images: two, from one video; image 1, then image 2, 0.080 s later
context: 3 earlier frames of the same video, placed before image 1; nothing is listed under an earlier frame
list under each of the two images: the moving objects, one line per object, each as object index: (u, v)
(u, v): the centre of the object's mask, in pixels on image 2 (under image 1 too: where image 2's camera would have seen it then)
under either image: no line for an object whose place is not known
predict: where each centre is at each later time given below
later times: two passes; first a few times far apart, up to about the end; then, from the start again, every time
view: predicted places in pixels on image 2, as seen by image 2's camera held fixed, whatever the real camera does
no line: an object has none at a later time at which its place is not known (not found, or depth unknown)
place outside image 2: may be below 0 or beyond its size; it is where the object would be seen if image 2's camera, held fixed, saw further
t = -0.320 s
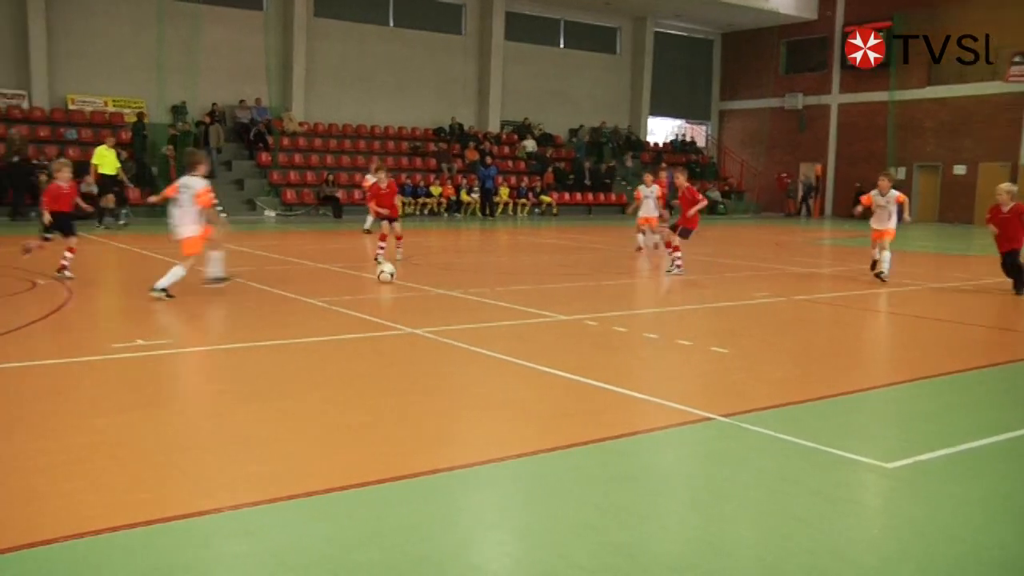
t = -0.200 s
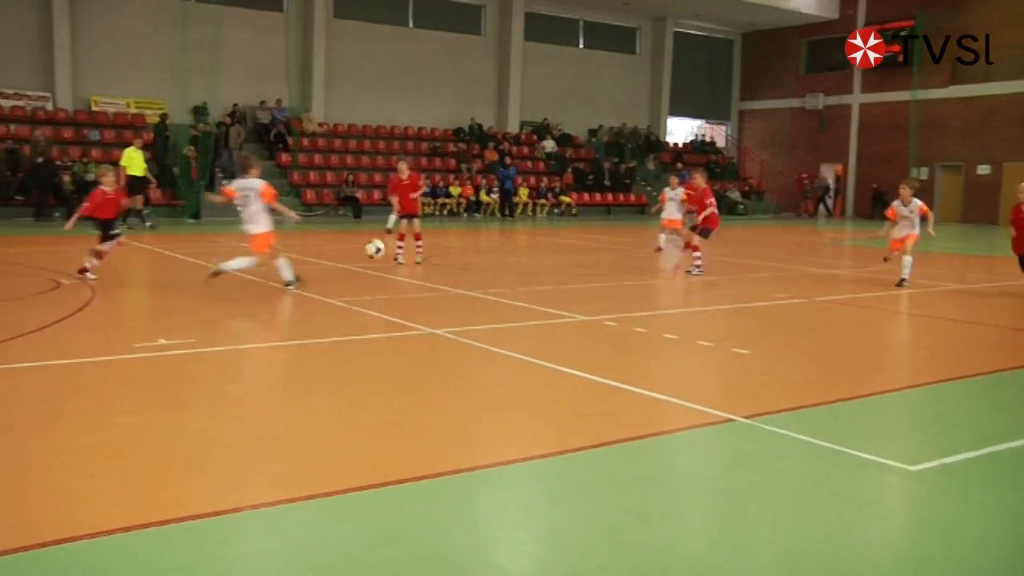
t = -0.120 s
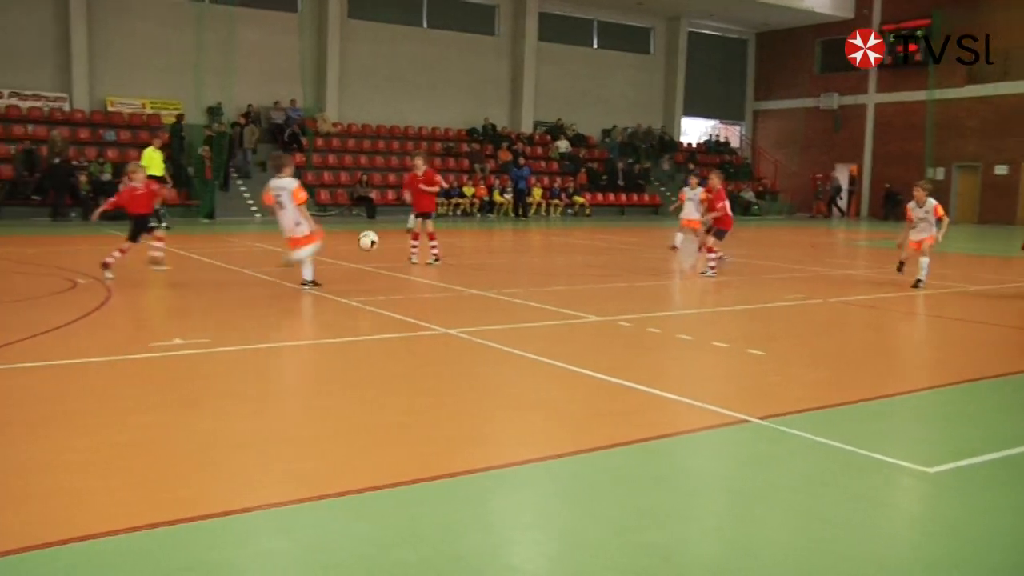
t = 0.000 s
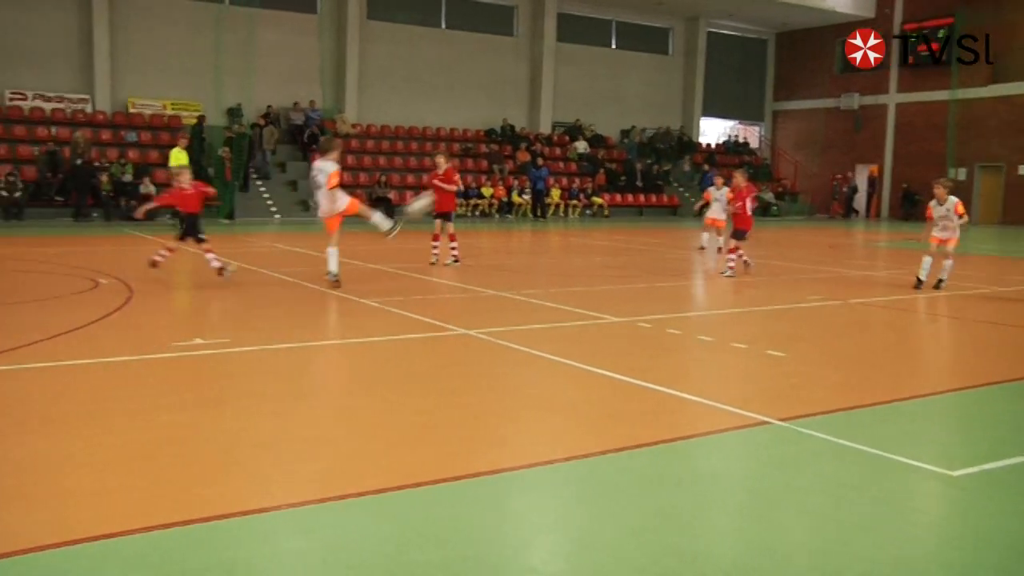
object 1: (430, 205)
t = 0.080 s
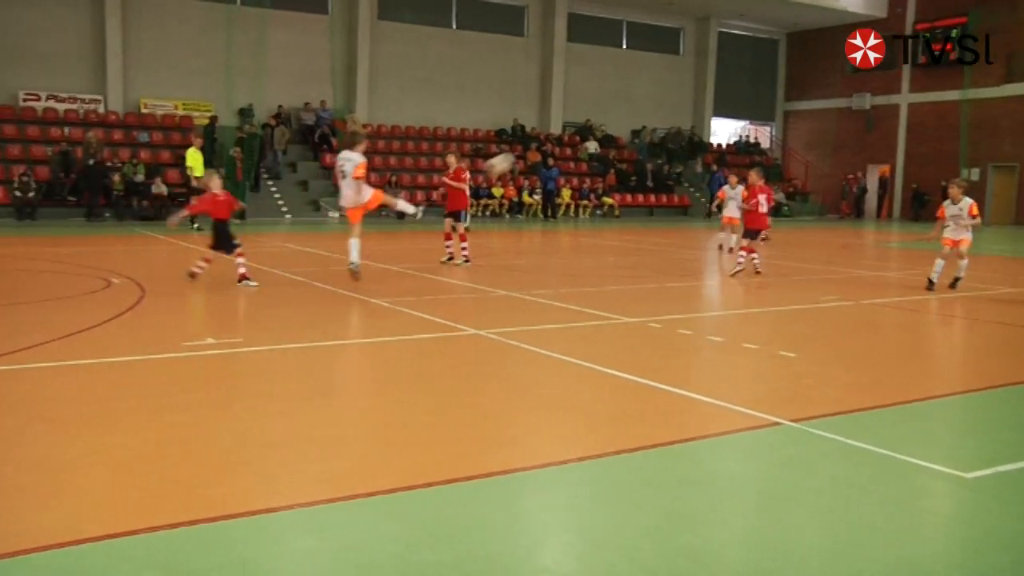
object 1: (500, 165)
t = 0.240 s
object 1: (618, 110)
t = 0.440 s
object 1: (734, 84)
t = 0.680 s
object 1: (840, 92)
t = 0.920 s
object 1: (918, 129)
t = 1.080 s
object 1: (958, 165)
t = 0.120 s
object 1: (532, 148)
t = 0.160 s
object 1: (562, 133)
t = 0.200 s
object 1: (590, 121)
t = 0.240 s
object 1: (618, 110)
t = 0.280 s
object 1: (643, 102)
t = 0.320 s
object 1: (668, 96)
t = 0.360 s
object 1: (691, 90)
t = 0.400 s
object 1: (713, 86)
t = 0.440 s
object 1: (734, 84)
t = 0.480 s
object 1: (754, 83)
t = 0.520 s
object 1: (773, 83)
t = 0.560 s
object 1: (791, 83)
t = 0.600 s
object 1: (808, 86)
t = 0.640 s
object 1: (825, 88)
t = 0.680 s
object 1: (840, 92)
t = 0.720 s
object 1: (856, 97)
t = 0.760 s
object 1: (869, 102)
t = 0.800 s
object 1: (882, 108)
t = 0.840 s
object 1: (894, 115)
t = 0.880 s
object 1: (907, 122)
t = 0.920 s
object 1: (918, 129)
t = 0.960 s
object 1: (929, 138)
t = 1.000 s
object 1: (939, 147)
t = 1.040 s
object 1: (949, 156)
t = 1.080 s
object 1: (958, 165)
